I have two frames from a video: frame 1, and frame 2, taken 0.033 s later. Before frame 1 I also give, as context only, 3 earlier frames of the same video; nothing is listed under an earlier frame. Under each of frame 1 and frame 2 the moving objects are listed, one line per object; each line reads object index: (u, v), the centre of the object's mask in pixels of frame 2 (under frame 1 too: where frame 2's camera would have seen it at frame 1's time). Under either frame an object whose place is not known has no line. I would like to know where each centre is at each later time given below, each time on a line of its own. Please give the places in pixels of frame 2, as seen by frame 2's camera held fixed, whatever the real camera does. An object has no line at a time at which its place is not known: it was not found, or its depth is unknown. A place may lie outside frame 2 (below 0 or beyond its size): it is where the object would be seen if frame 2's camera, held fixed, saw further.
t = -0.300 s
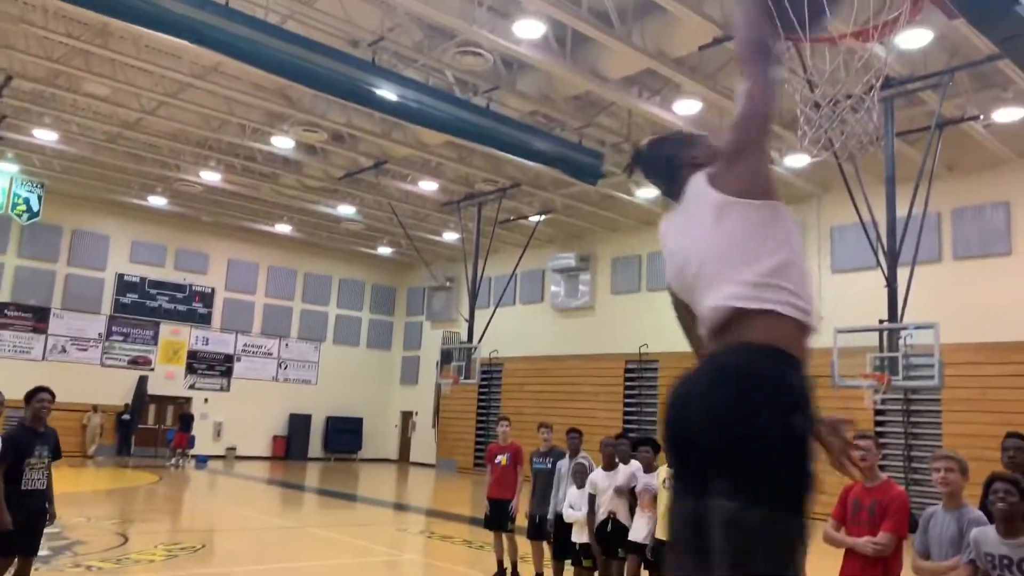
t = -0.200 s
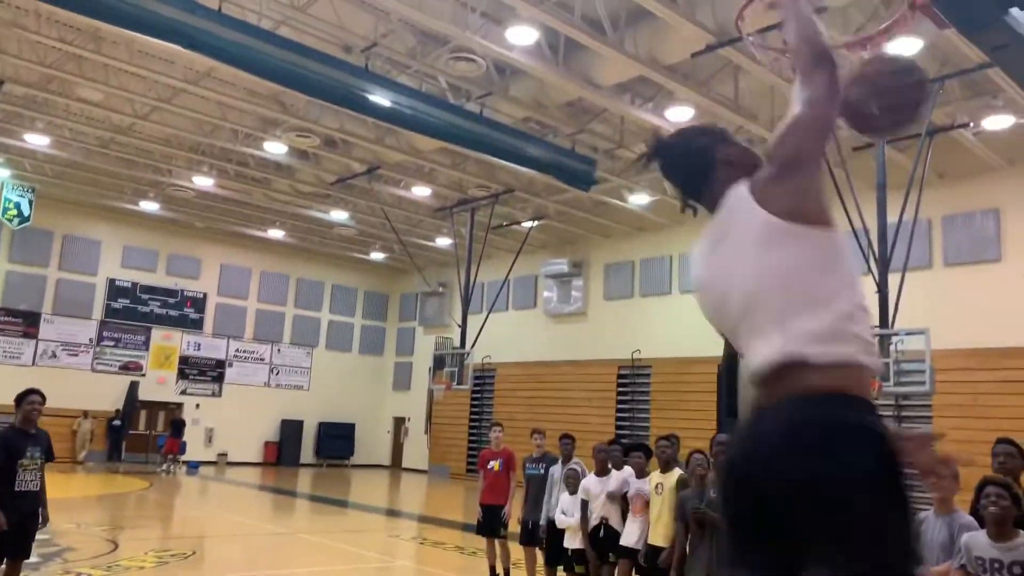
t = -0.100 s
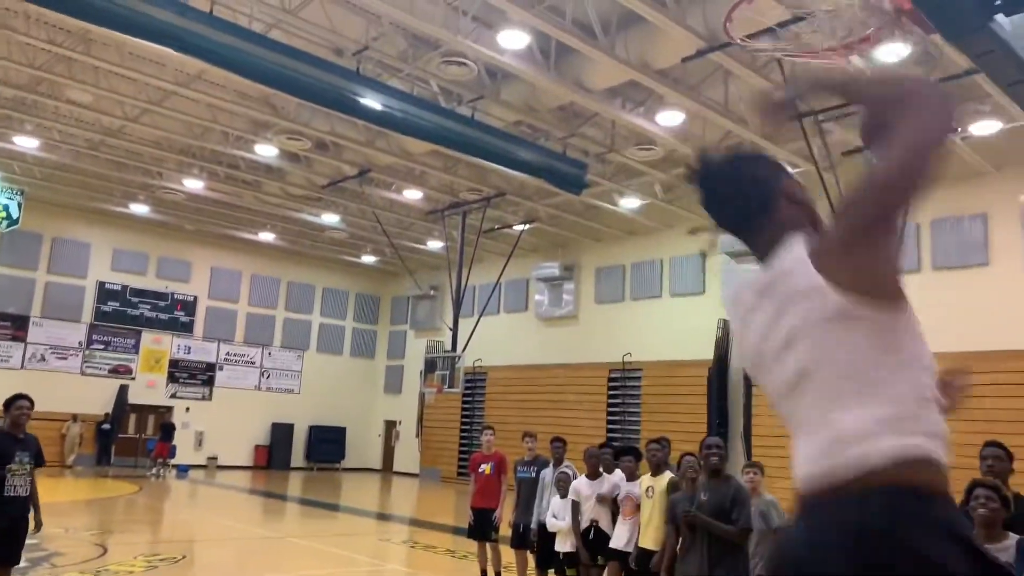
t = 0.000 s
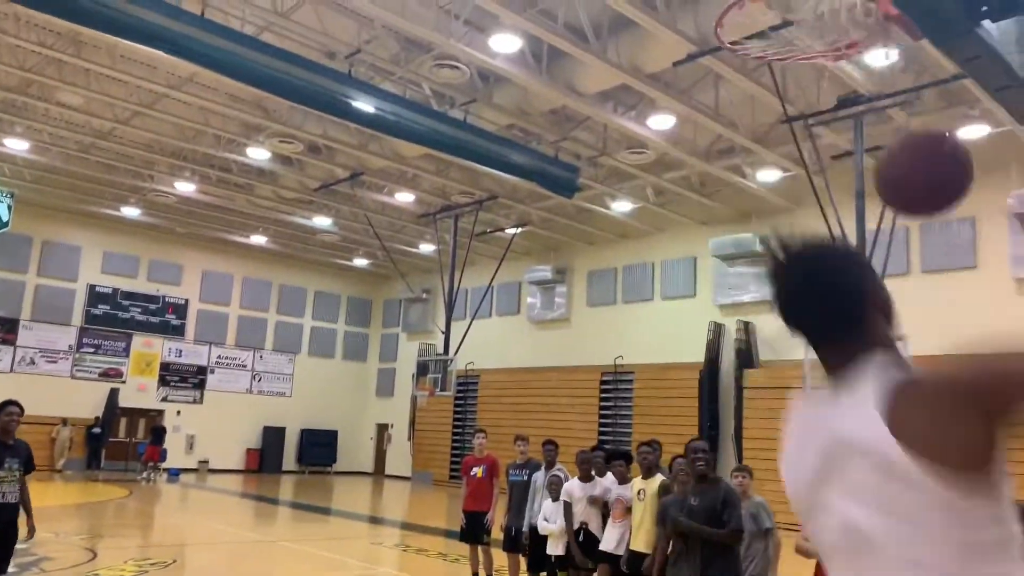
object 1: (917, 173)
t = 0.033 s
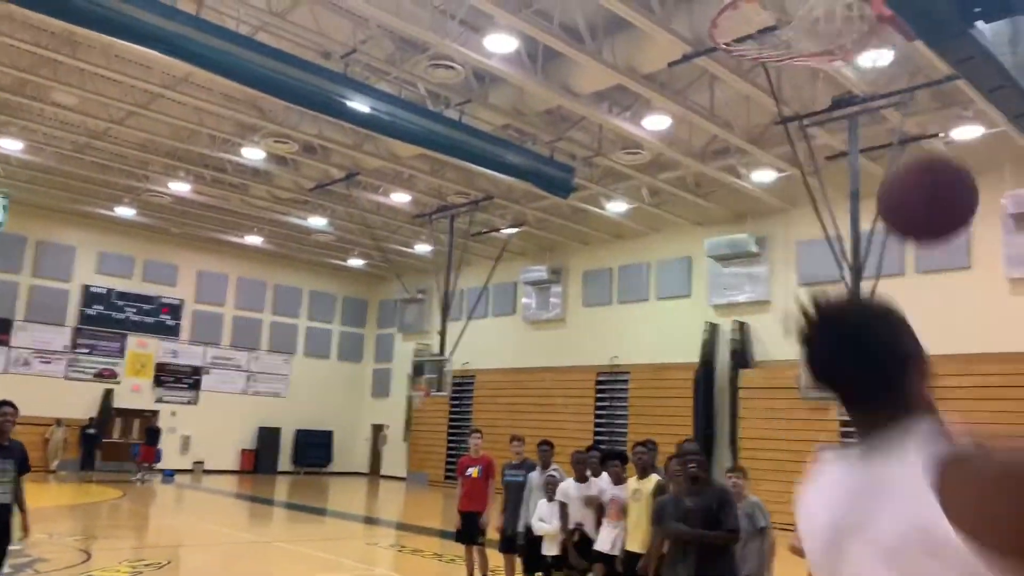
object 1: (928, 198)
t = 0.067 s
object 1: (940, 229)
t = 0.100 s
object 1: (947, 263)
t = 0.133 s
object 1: (960, 307)
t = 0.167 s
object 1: (974, 354)
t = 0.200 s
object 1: (986, 404)
